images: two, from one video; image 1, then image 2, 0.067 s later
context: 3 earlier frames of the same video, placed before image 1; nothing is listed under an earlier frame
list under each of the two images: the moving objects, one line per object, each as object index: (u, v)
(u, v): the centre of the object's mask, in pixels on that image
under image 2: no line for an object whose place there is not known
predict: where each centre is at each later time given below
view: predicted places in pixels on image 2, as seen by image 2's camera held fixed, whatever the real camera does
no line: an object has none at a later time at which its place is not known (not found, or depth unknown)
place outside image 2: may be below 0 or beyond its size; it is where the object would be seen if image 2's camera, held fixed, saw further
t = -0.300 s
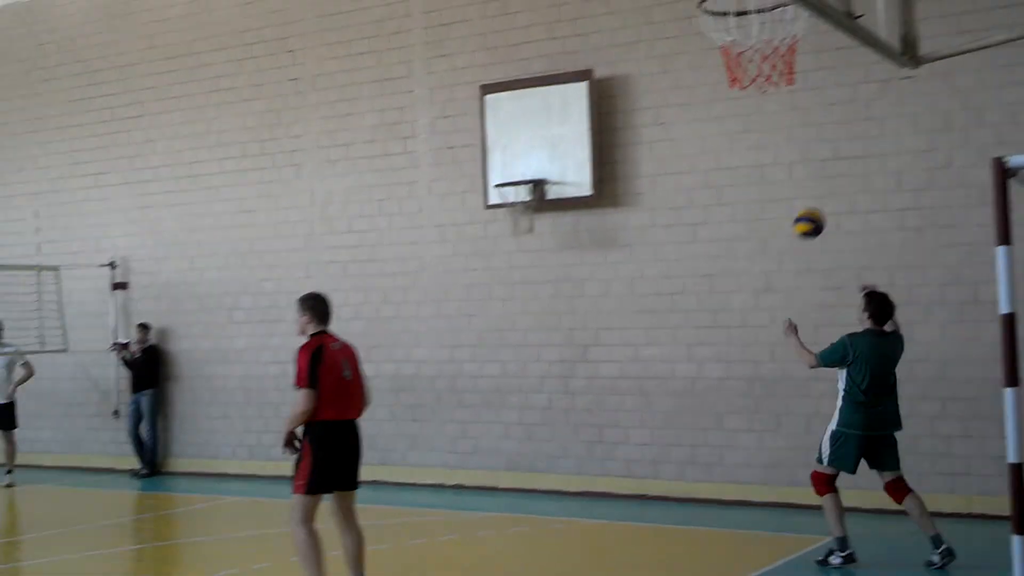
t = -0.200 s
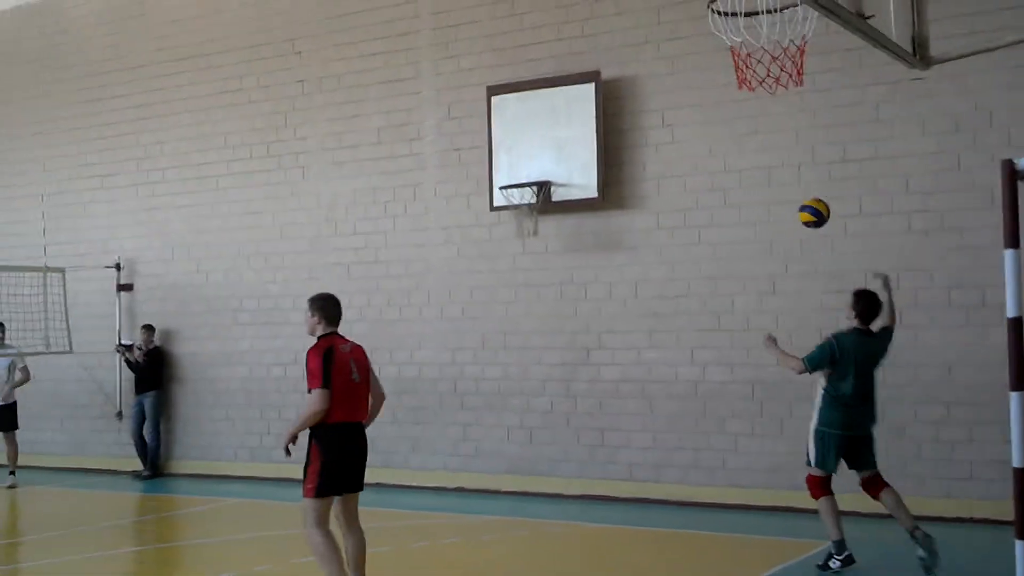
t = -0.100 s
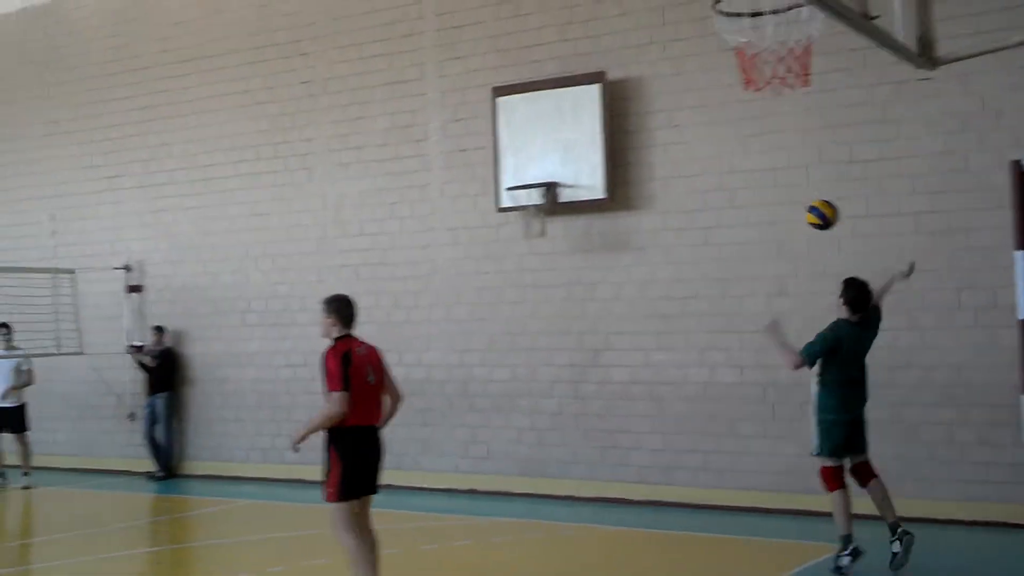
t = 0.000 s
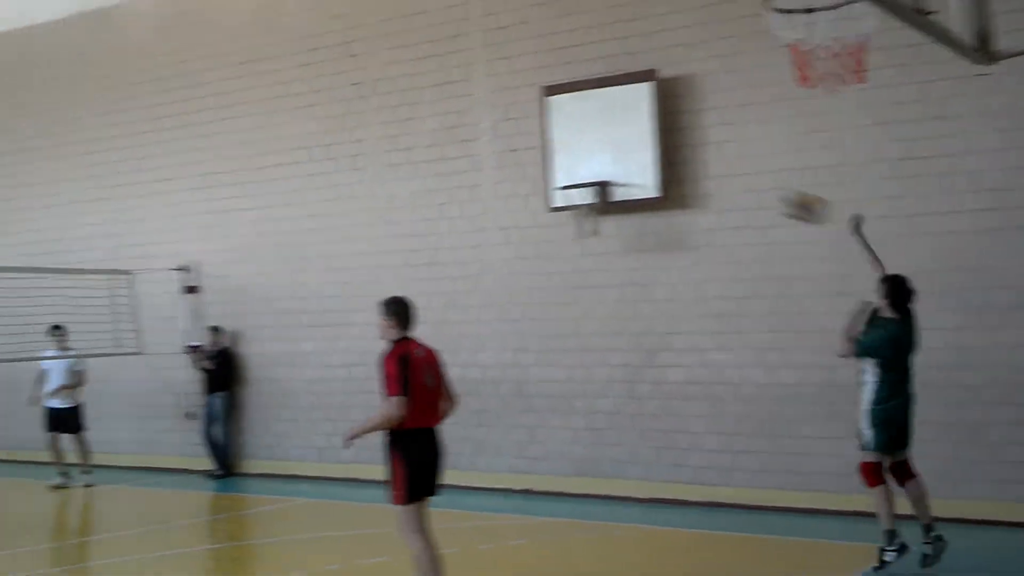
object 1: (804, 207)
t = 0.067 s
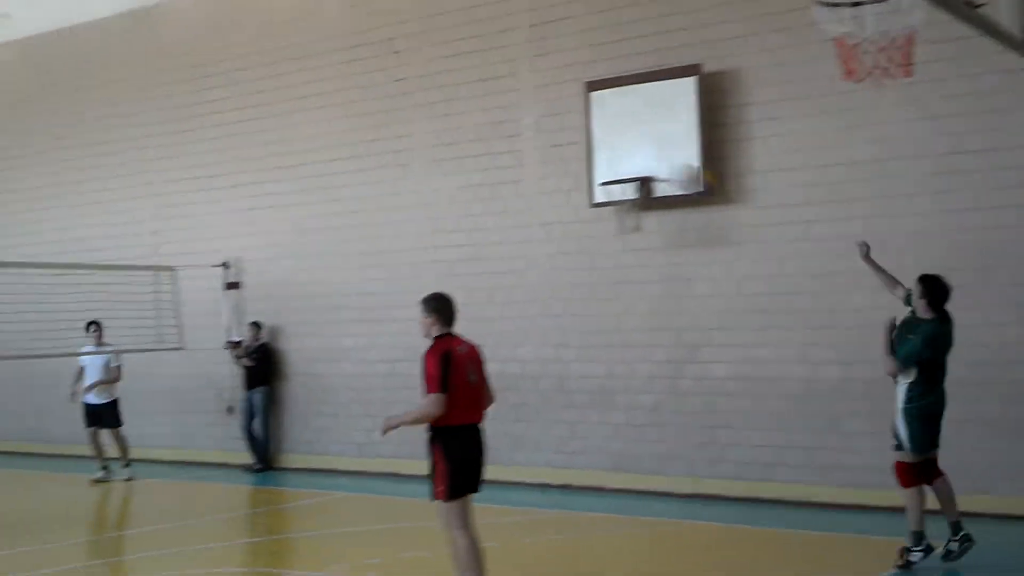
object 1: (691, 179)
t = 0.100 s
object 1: (620, 169)
